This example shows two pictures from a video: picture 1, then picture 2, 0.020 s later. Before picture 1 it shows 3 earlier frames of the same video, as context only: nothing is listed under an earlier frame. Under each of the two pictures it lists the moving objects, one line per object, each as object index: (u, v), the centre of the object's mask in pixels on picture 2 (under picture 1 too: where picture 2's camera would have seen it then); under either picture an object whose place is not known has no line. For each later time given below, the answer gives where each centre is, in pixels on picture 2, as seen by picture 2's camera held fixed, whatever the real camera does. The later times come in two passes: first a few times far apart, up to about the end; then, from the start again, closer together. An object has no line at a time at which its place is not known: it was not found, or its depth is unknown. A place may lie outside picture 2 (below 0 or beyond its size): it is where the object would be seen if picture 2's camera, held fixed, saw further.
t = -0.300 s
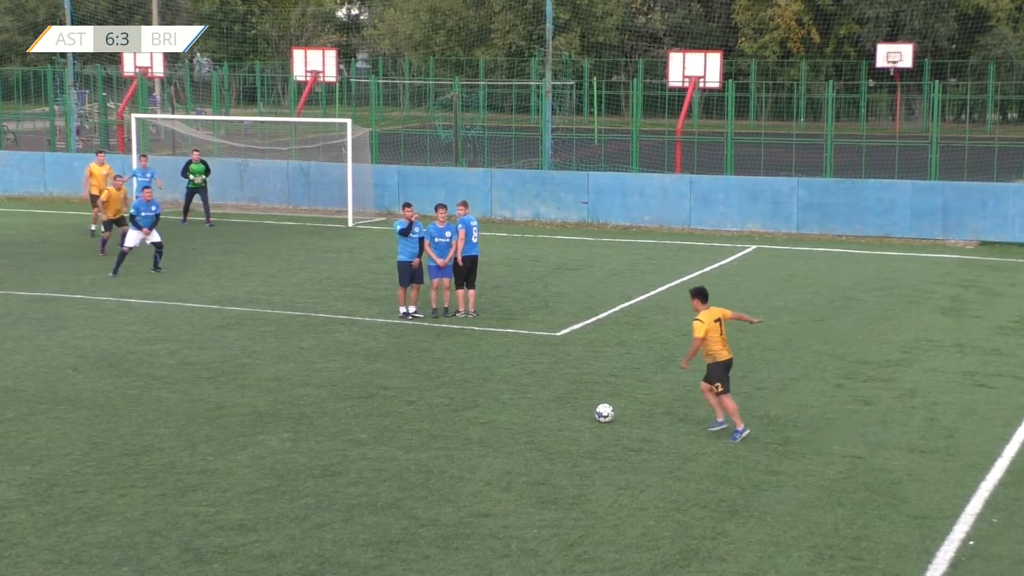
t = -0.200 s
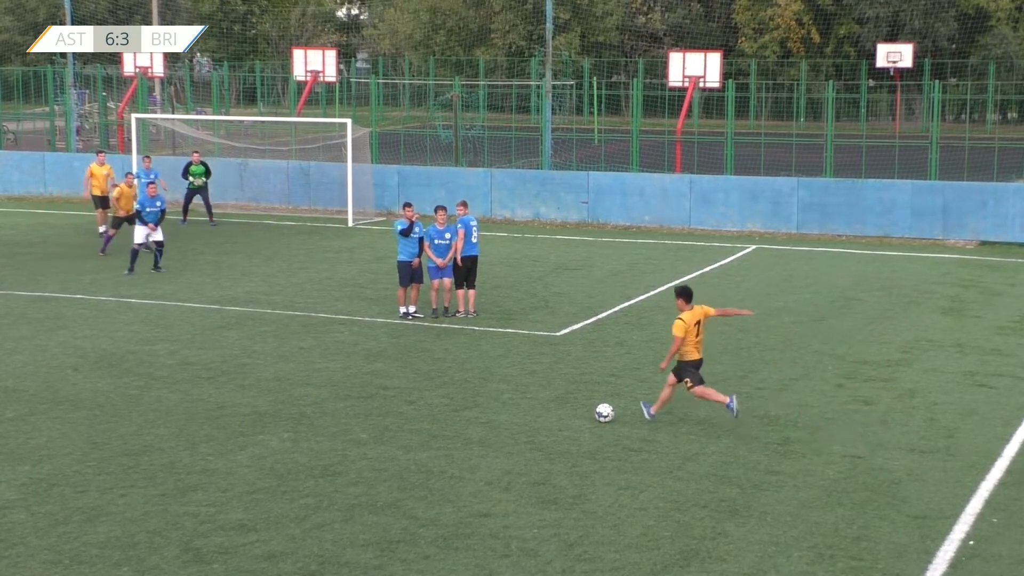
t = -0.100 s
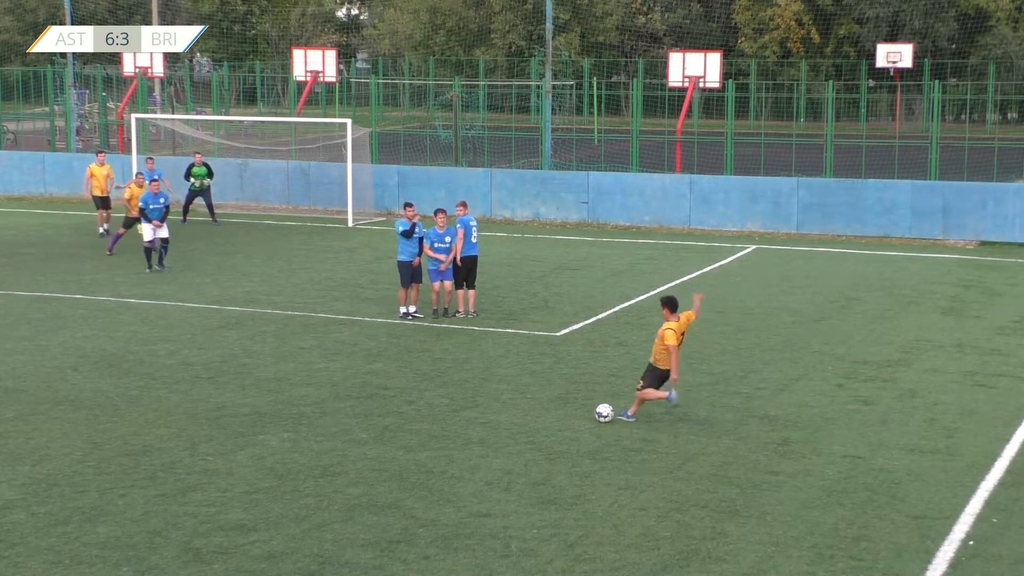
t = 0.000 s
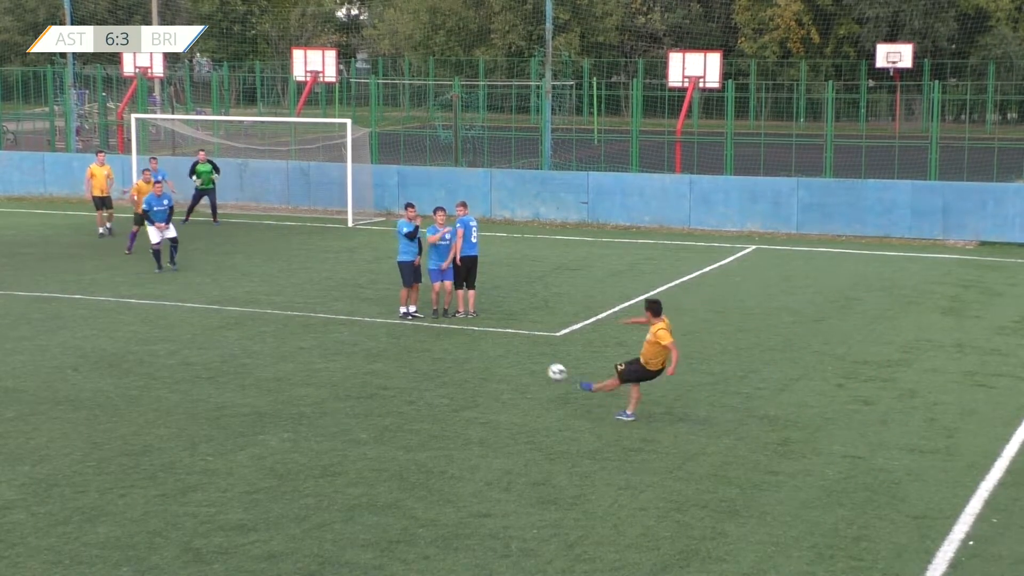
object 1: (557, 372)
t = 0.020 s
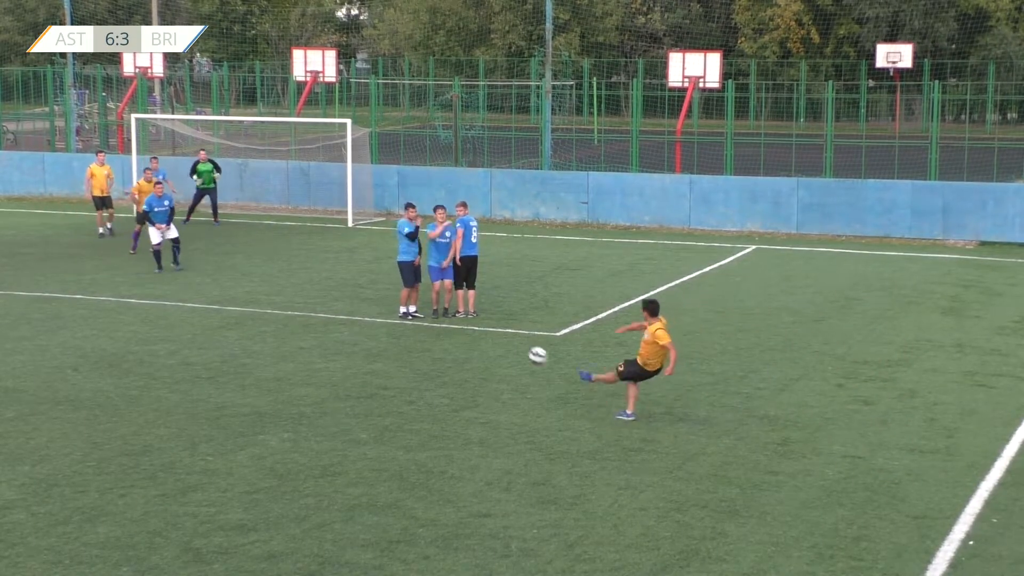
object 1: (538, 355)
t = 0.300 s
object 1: (357, 197)
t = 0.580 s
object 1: (276, 135)
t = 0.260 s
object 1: (374, 212)
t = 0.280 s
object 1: (366, 204)
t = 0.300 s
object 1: (357, 197)
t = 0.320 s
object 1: (349, 190)
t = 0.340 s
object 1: (340, 183)
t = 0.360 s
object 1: (333, 177)
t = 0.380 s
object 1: (326, 171)
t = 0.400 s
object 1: (320, 166)
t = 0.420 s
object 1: (314, 162)
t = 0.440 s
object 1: (308, 157)
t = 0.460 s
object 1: (302, 153)
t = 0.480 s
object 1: (297, 149)
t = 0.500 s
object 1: (292, 146)
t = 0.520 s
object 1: (288, 143)
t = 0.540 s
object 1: (284, 140)
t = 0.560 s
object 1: (279, 138)
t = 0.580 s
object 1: (276, 135)
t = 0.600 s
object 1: (272, 134)
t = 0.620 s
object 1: (268, 132)
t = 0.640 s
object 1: (265, 130)
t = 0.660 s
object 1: (263, 129)
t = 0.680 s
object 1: (260, 129)
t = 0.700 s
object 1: (258, 128)
